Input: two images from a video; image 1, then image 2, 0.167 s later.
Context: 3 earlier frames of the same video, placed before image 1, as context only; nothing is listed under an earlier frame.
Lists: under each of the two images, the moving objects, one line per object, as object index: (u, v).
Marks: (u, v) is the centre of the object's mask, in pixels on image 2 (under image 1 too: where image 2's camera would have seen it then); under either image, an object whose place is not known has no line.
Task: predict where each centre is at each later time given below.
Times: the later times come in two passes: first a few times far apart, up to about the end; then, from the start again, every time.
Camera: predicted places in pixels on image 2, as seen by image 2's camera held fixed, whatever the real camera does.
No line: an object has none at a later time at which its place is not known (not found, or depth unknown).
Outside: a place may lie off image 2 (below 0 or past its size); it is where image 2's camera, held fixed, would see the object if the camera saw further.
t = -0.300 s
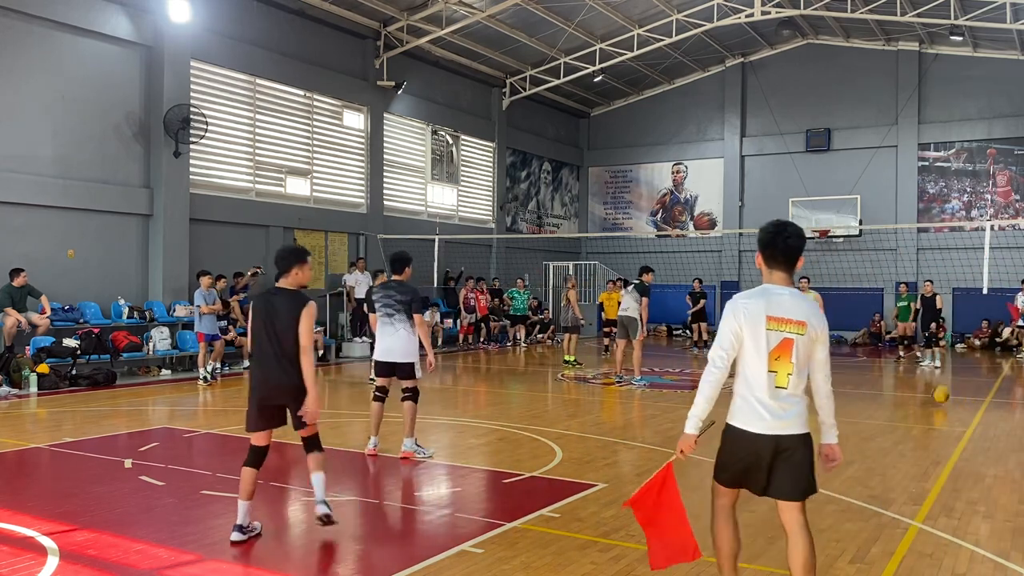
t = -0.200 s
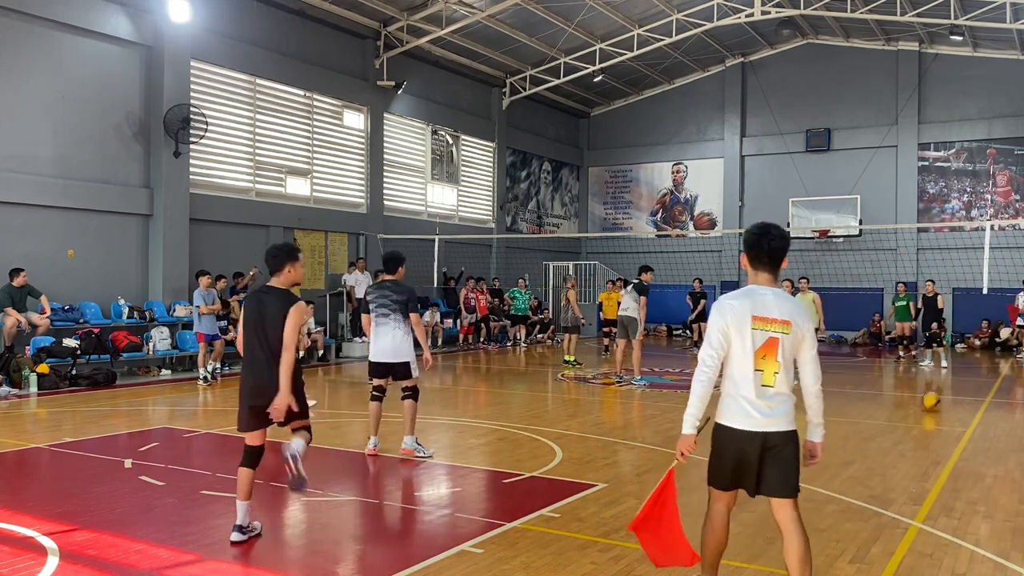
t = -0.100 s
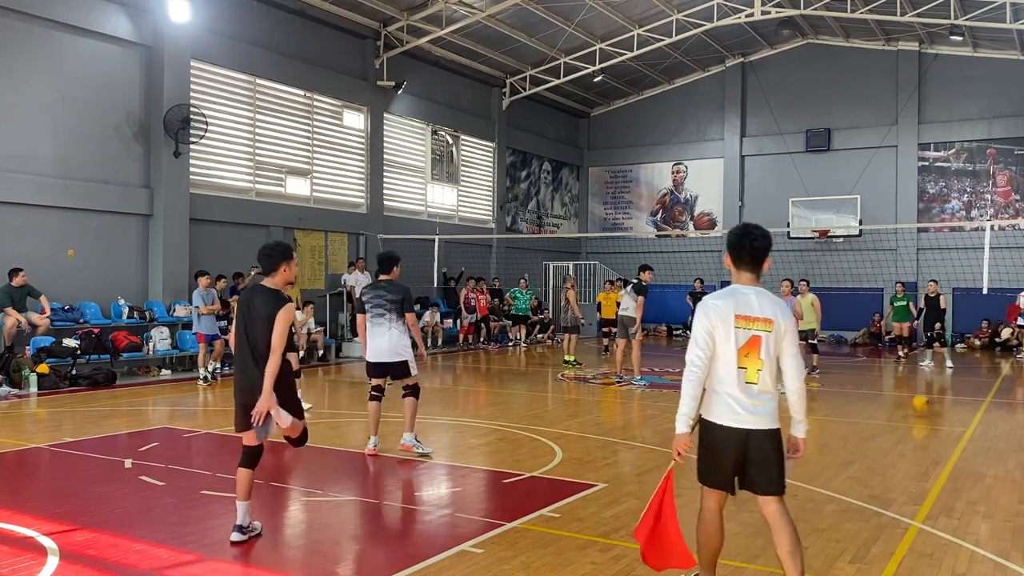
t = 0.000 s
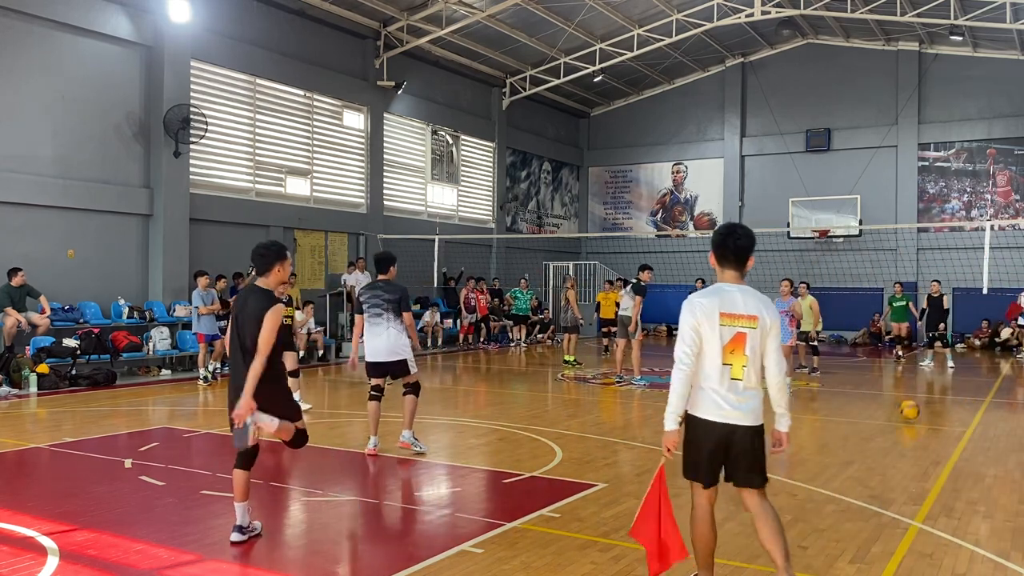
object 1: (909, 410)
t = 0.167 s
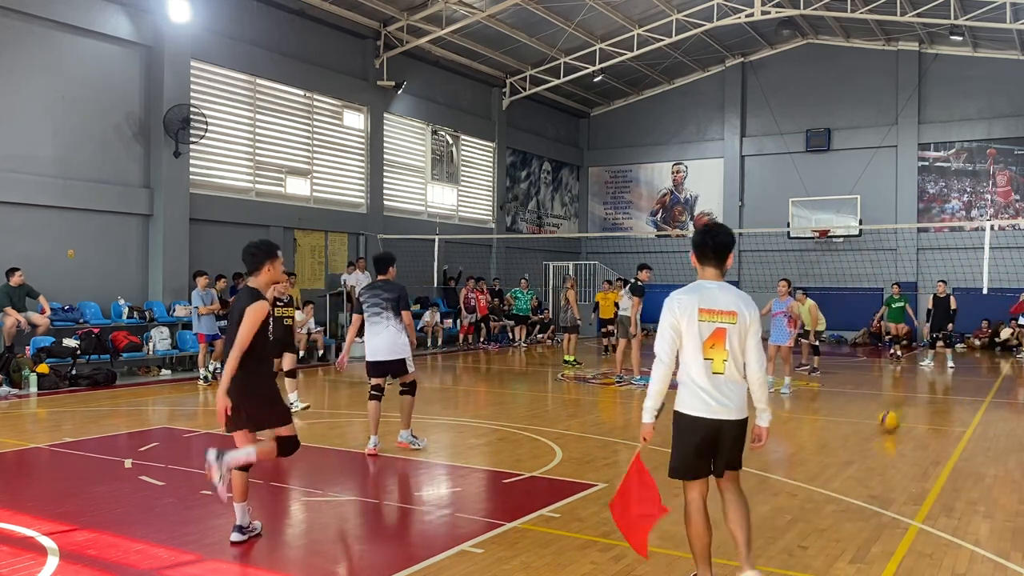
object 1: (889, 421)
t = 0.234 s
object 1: (880, 423)
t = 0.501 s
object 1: (840, 443)
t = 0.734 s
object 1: (792, 468)
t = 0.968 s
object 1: (732, 496)
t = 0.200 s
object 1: (884, 424)
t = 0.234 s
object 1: (880, 423)
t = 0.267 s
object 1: (876, 423)
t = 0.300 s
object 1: (870, 425)
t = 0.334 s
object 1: (867, 430)
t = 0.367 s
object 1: (862, 433)
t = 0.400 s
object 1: (856, 439)
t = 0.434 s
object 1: (850, 439)
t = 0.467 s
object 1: (845, 440)
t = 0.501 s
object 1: (840, 443)
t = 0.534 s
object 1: (833, 445)
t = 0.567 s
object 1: (828, 452)
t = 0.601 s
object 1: (821, 456)
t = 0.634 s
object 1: (815, 456)
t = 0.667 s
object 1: (807, 458)
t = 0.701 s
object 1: (801, 462)
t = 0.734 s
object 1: (792, 468)
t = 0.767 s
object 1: (785, 473)
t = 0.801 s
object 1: (778, 476)
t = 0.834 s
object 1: (769, 478)
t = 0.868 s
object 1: (760, 483)
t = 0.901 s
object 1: (751, 489)
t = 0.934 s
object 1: (742, 494)
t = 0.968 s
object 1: (732, 496)
